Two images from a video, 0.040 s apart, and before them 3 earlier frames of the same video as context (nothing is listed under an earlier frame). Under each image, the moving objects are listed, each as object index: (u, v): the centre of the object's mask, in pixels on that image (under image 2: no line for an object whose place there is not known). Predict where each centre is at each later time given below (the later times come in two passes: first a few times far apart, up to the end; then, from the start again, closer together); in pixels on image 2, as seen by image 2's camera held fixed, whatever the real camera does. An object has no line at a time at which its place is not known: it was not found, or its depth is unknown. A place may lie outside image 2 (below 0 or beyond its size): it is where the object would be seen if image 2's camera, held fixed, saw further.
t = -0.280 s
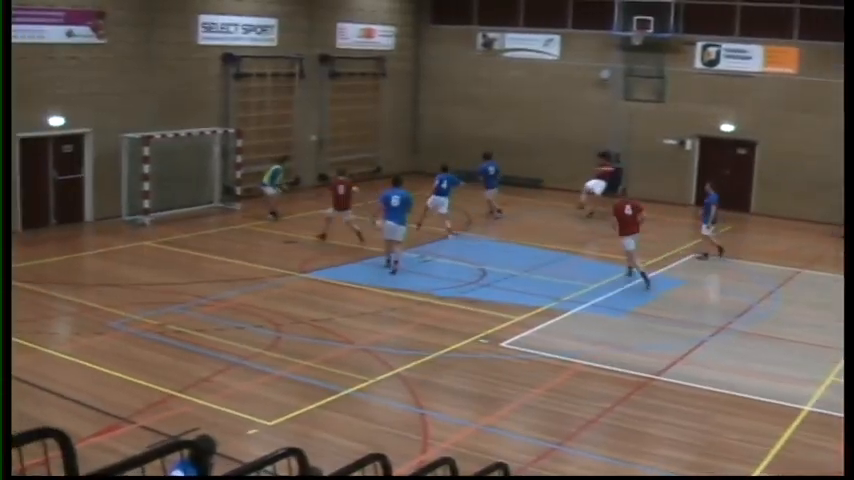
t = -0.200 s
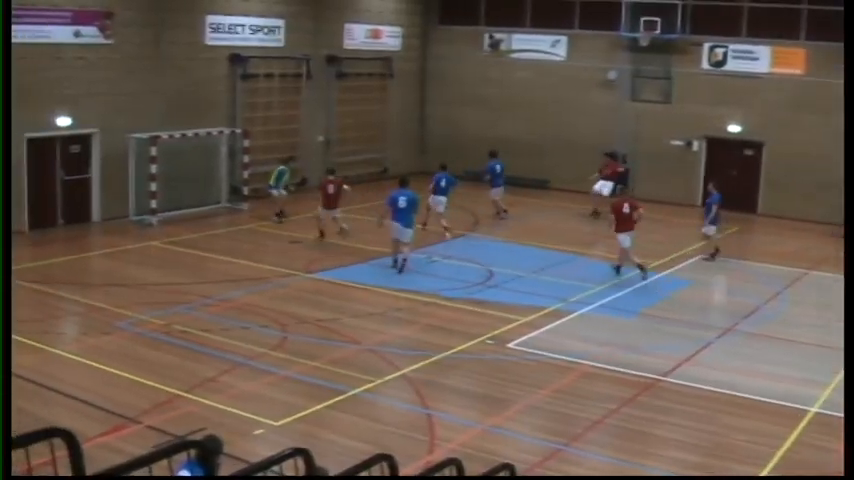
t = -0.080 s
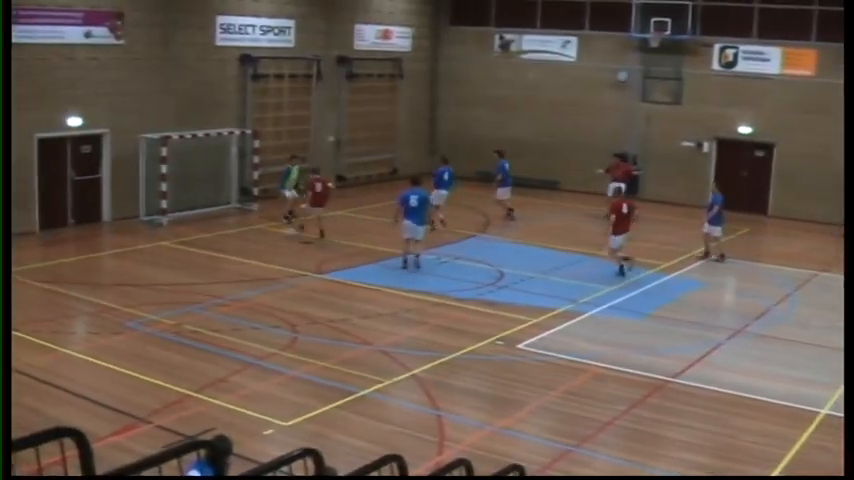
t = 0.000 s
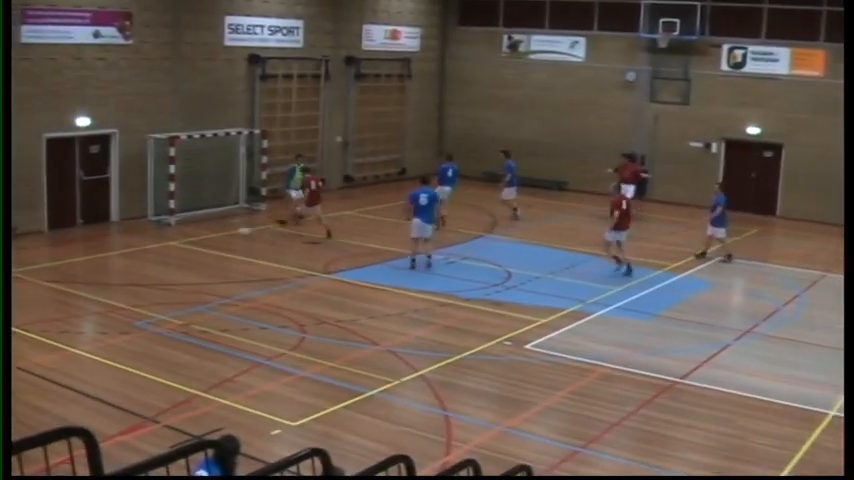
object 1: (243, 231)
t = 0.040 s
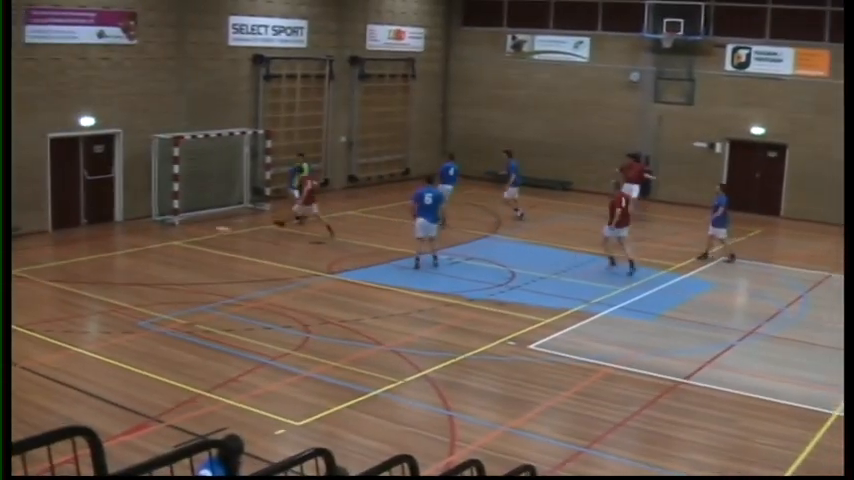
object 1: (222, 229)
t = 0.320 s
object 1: (63, 228)
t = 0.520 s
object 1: (50, 228)
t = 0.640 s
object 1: (49, 236)
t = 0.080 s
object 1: (197, 229)
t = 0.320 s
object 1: (63, 228)
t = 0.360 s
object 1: (53, 228)
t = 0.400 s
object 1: (52, 227)
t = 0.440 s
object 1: (51, 227)
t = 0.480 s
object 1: (50, 227)
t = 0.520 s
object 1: (50, 228)
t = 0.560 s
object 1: (50, 230)
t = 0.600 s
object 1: (49, 232)
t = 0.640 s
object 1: (49, 236)
